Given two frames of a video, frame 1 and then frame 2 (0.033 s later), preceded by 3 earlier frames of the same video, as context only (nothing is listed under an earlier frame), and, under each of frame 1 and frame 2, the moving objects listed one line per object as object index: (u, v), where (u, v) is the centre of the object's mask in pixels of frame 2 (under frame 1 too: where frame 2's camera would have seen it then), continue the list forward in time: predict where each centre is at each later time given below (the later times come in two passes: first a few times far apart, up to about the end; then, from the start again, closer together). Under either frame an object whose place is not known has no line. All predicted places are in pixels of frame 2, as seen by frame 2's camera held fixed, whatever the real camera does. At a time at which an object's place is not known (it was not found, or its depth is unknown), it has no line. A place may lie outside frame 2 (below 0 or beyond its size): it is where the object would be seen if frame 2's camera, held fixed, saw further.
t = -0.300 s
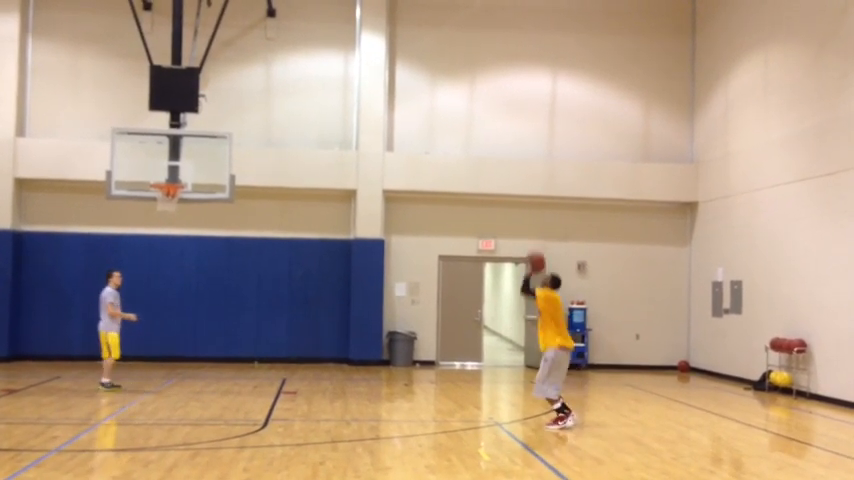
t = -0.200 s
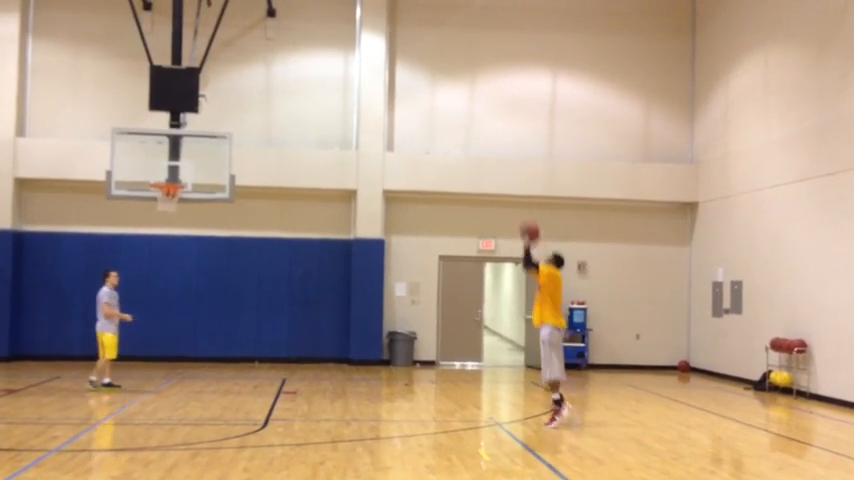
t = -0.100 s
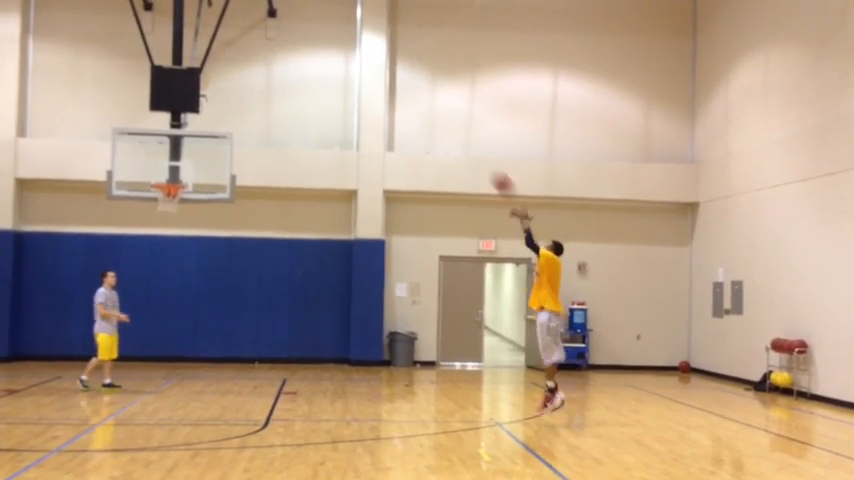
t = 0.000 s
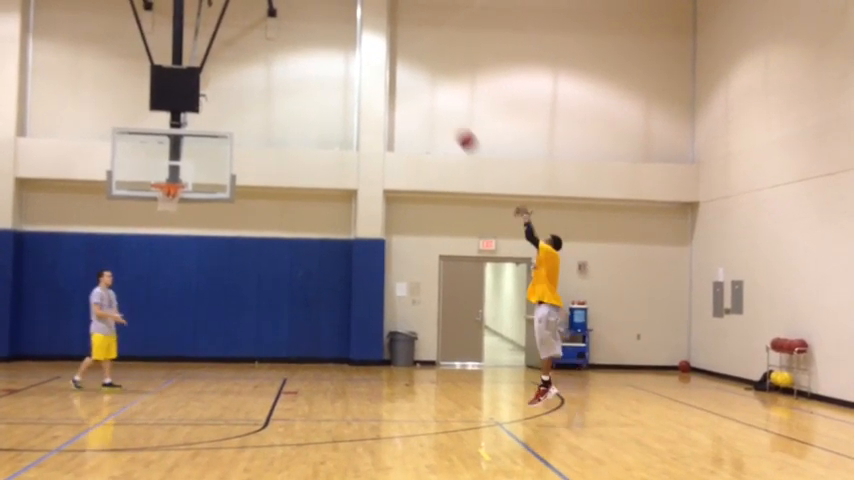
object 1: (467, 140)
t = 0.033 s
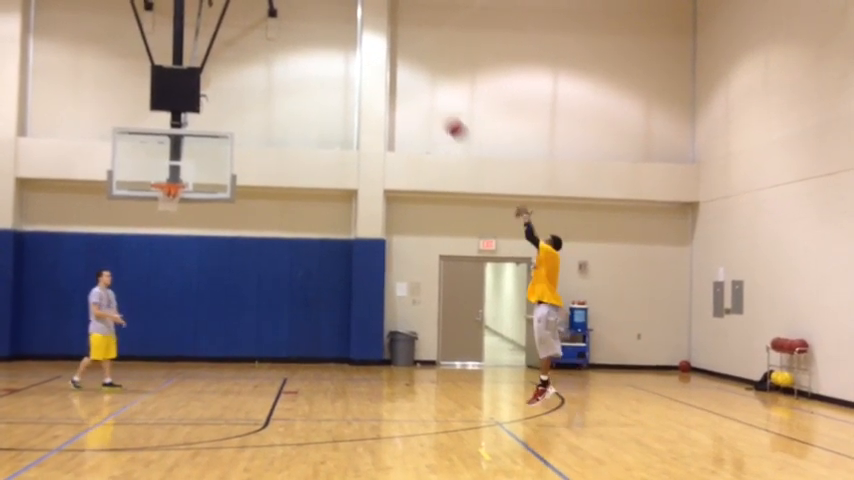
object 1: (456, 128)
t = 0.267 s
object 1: (380, 73)
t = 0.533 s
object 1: (304, 64)
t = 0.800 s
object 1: (235, 102)
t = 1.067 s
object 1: (172, 178)
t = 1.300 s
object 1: (167, 244)
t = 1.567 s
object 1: (168, 352)
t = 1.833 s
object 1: (193, 308)
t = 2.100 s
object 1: (230, 254)
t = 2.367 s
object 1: (263, 250)
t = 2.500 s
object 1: (280, 267)
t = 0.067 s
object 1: (444, 117)
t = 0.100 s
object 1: (433, 108)
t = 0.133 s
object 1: (422, 98)
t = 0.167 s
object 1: (411, 91)
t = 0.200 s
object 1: (402, 85)
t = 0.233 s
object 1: (390, 80)
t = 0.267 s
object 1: (380, 73)
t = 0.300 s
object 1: (370, 70)
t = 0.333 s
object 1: (361, 67)
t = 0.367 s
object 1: (350, 64)
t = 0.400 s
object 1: (341, 63)
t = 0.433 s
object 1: (331, 62)
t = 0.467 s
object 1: (322, 62)
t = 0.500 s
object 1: (313, 63)
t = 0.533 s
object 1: (304, 64)
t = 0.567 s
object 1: (294, 67)
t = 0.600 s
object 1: (286, 70)
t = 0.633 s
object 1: (277, 74)
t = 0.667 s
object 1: (268, 78)
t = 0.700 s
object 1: (260, 83)
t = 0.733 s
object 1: (252, 88)
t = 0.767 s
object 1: (243, 95)
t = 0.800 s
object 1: (235, 102)
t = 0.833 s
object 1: (226, 109)
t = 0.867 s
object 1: (219, 117)
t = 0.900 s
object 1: (211, 126)
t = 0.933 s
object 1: (203, 135)
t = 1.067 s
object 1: (172, 178)
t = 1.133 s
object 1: (163, 201)
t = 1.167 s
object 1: (164, 206)
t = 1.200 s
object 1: (165, 216)
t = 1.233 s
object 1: (166, 224)
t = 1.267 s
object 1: (167, 234)
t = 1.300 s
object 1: (167, 244)
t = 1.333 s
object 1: (168, 254)
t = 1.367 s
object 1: (169, 267)
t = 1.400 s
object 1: (168, 279)
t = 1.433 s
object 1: (168, 293)
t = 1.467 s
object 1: (168, 307)
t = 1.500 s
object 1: (167, 322)
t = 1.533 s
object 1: (167, 337)
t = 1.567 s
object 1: (168, 352)
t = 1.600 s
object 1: (166, 370)
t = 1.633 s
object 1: (167, 381)
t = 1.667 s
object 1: (173, 365)
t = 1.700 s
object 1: (178, 352)
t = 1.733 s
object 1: (180, 340)
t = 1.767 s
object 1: (185, 328)
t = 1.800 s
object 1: (189, 318)
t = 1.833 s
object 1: (193, 308)
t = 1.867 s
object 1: (198, 299)
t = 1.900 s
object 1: (203, 290)
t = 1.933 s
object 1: (208, 282)
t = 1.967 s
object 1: (212, 275)
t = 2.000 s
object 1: (216, 269)
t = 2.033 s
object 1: (220, 263)
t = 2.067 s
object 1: (225, 258)
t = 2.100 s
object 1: (230, 254)
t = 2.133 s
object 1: (234, 251)
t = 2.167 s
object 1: (238, 249)
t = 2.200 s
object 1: (243, 248)
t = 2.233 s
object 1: (247, 247)
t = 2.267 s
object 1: (251, 247)
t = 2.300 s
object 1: (256, 247)
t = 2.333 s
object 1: (260, 248)
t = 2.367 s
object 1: (263, 250)
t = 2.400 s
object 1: (267, 253)
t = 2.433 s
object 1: (272, 257)
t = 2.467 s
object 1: (276, 262)
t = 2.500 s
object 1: (280, 267)
